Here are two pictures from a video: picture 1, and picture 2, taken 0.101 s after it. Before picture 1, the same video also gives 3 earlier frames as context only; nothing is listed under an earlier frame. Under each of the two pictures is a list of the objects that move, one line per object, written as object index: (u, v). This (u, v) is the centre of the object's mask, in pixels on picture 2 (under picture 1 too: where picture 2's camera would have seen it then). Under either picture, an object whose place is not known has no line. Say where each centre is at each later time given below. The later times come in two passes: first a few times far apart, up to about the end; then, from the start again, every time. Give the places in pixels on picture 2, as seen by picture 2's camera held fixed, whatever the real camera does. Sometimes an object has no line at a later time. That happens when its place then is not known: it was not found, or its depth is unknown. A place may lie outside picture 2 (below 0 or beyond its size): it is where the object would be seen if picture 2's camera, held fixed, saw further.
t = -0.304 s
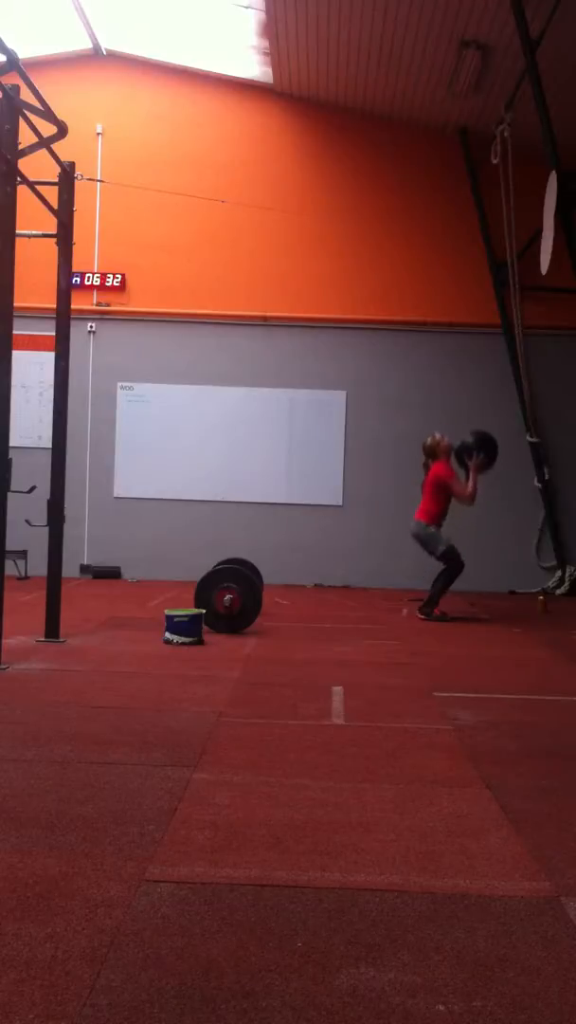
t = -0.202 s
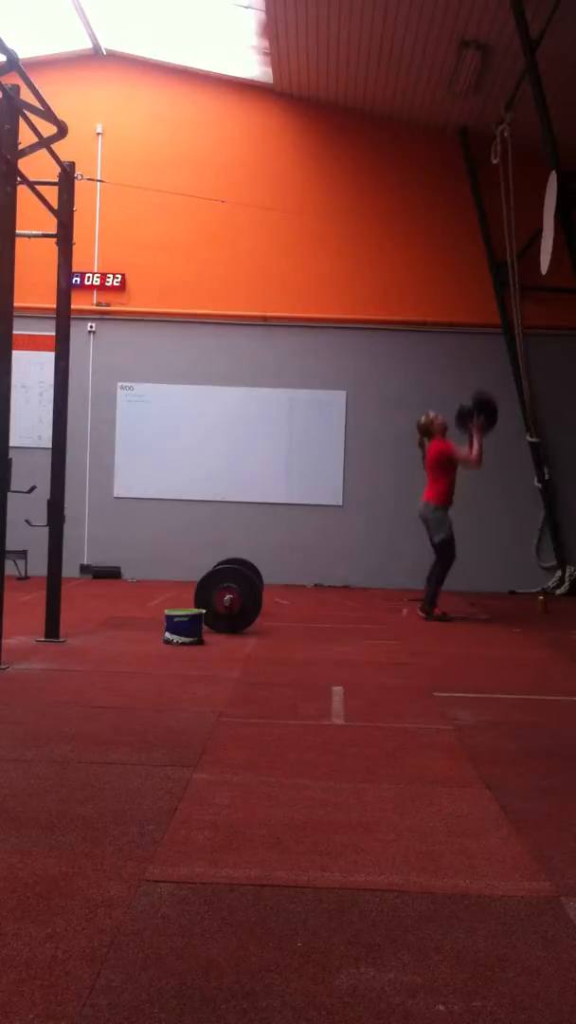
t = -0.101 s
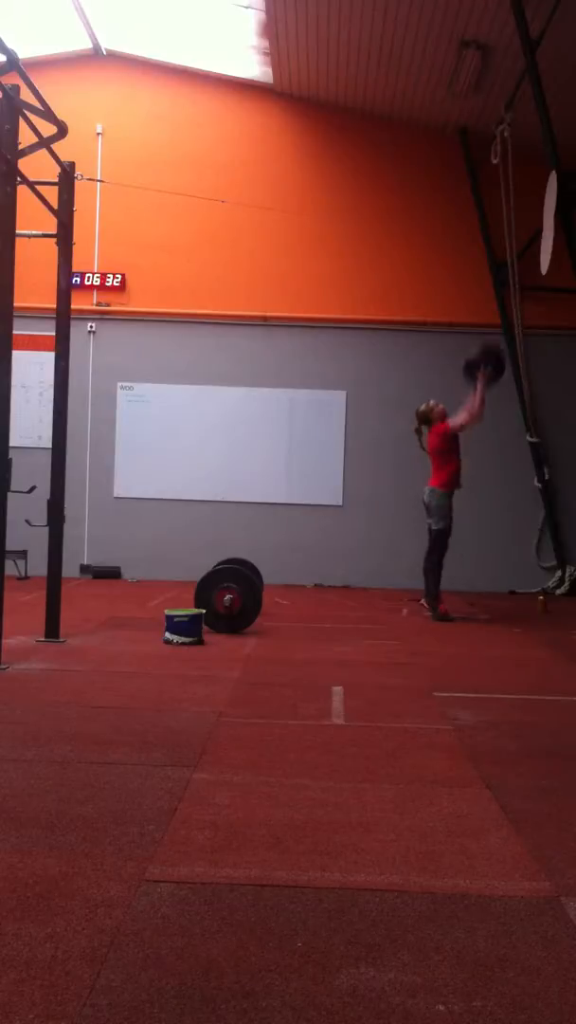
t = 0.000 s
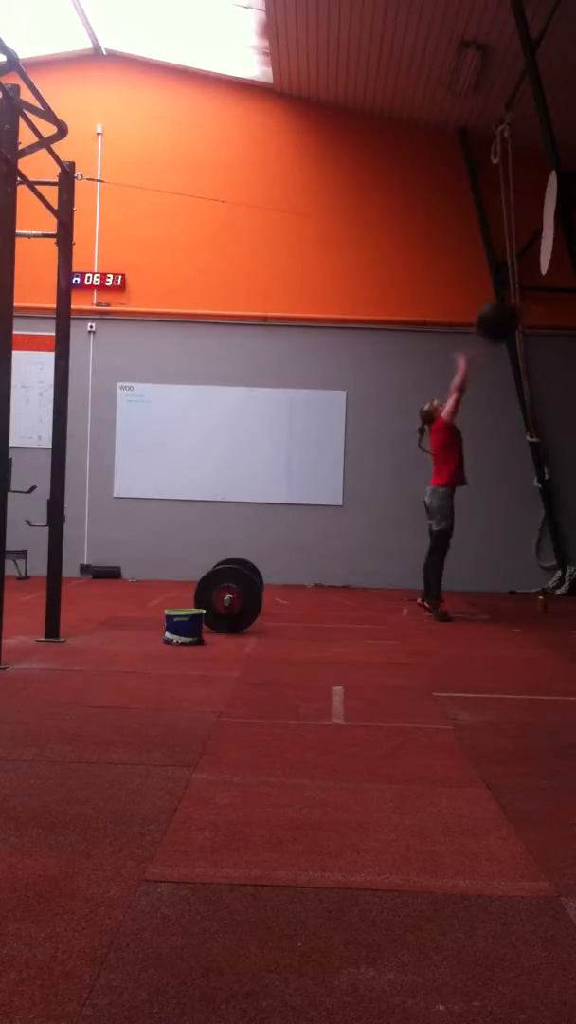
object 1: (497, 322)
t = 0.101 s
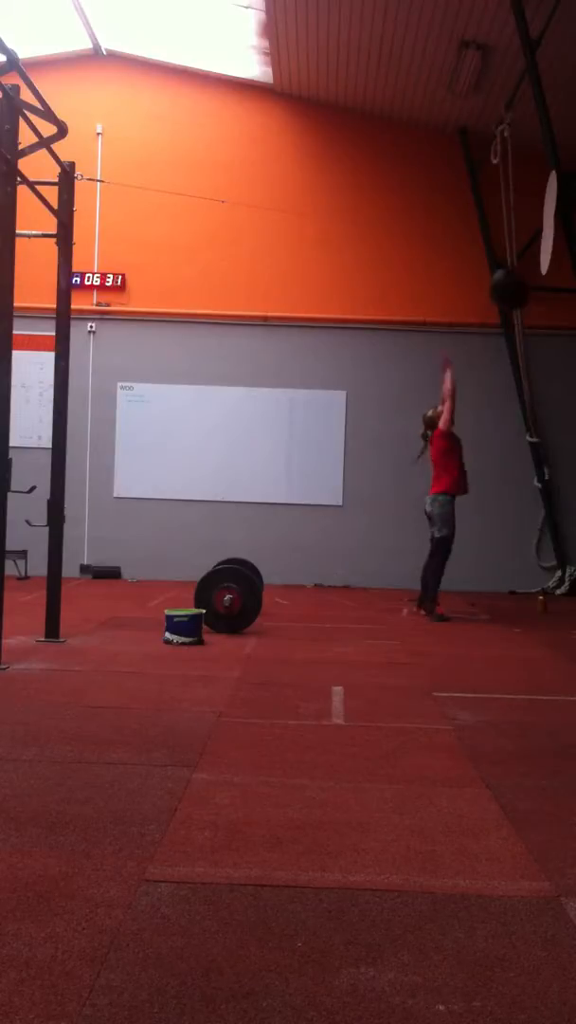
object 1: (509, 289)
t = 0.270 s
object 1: (525, 264)
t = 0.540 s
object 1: (508, 295)
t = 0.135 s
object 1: (512, 281)
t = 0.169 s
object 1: (519, 273)
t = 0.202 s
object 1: (524, 269)
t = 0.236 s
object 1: (525, 266)
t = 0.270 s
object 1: (525, 264)
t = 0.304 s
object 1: (522, 264)
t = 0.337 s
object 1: (520, 264)
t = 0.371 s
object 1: (518, 265)
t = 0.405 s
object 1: (516, 268)
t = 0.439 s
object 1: (513, 273)
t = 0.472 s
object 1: (513, 277)
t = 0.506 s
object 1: (510, 286)
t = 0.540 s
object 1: (508, 295)
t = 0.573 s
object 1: (506, 306)
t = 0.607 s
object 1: (504, 320)
